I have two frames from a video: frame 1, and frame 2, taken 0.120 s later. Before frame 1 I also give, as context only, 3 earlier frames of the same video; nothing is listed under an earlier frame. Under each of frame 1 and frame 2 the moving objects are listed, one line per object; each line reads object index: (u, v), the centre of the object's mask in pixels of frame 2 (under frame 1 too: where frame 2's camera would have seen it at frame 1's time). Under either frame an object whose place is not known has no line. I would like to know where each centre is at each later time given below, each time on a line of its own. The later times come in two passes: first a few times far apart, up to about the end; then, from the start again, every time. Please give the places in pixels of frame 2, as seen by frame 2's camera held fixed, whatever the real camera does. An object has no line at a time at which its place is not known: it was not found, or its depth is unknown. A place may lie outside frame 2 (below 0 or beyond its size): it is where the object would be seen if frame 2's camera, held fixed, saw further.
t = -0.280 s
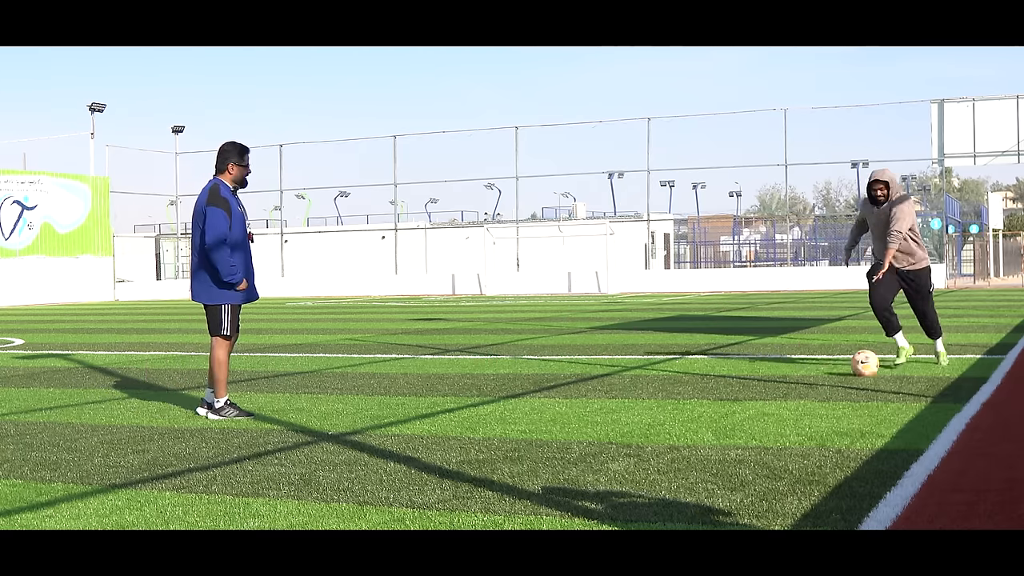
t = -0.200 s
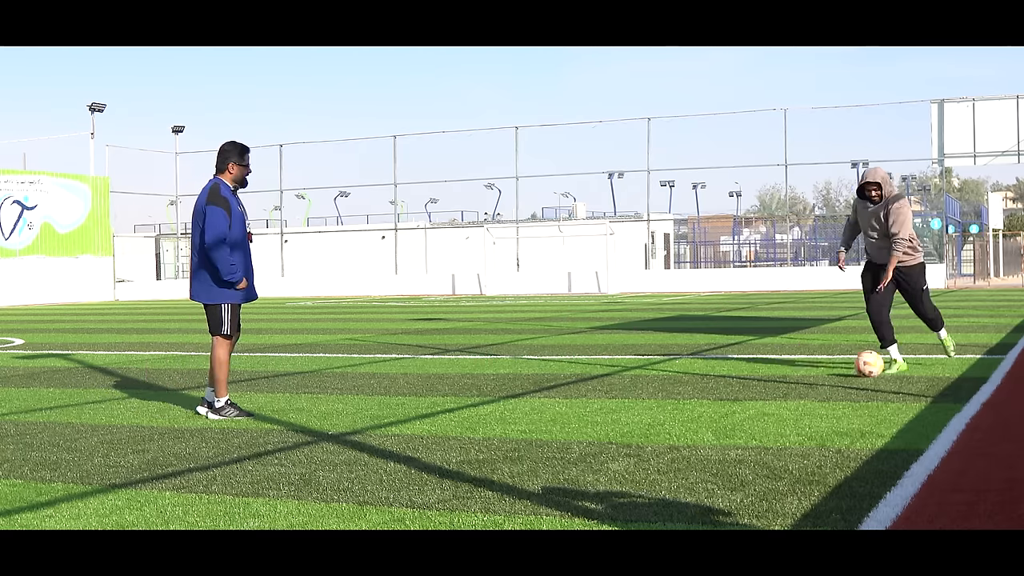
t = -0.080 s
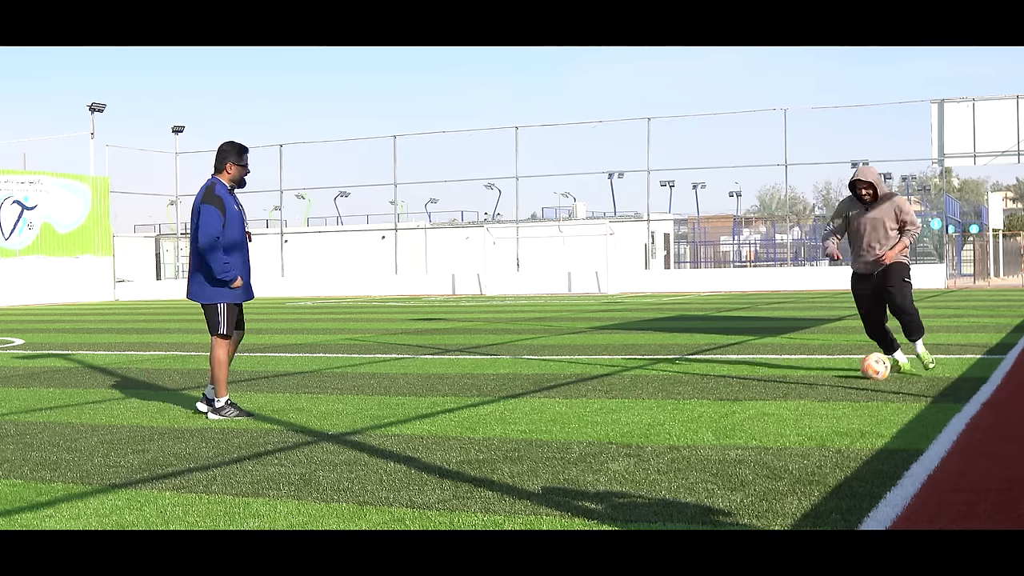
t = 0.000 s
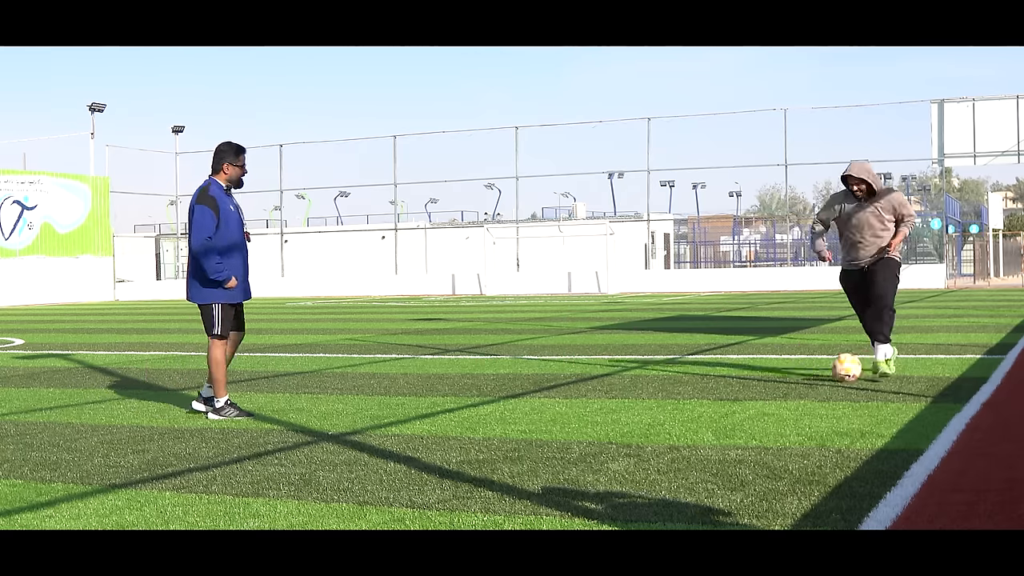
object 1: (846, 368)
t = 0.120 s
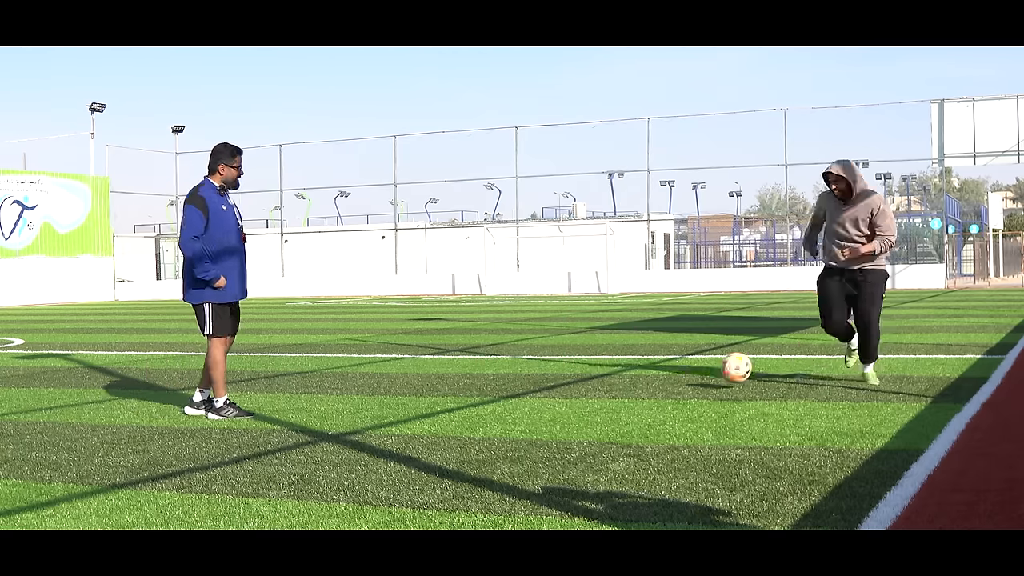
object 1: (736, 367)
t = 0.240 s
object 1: (623, 380)
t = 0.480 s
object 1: (425, 388)
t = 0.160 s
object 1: (698, 373)
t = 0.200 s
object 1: (659, 378)
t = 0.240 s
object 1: (623, 380)
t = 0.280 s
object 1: (590, 379)
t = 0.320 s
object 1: (557, 381)
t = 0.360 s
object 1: (522, 384)
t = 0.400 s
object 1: (488, 389)
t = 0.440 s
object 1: (456, 389)
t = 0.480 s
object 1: (425, 388)
